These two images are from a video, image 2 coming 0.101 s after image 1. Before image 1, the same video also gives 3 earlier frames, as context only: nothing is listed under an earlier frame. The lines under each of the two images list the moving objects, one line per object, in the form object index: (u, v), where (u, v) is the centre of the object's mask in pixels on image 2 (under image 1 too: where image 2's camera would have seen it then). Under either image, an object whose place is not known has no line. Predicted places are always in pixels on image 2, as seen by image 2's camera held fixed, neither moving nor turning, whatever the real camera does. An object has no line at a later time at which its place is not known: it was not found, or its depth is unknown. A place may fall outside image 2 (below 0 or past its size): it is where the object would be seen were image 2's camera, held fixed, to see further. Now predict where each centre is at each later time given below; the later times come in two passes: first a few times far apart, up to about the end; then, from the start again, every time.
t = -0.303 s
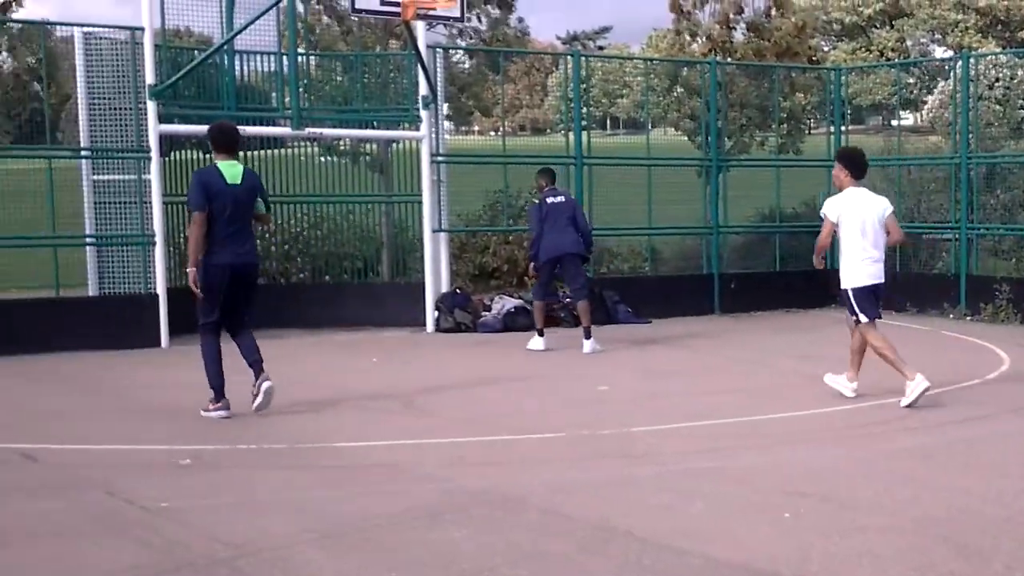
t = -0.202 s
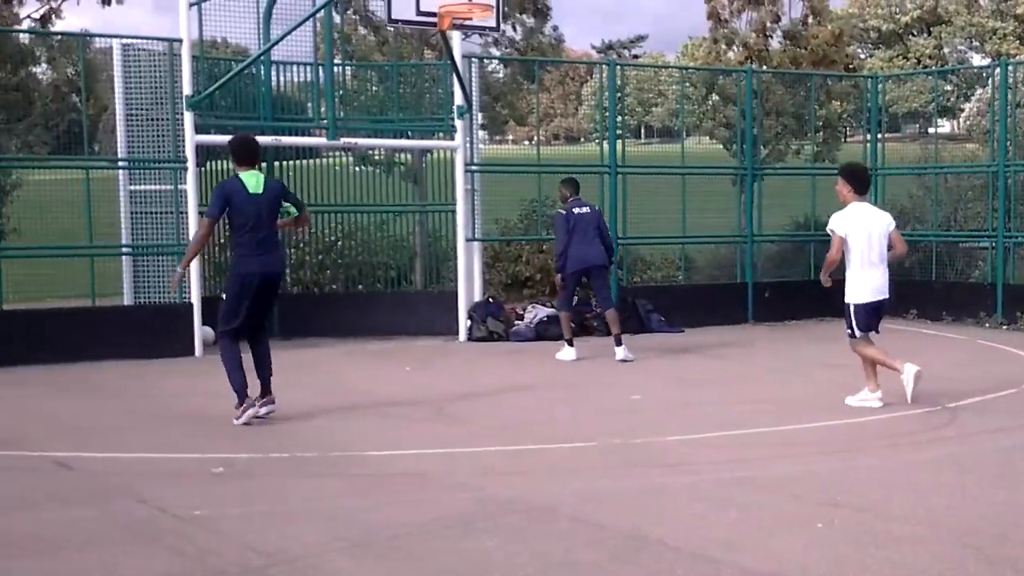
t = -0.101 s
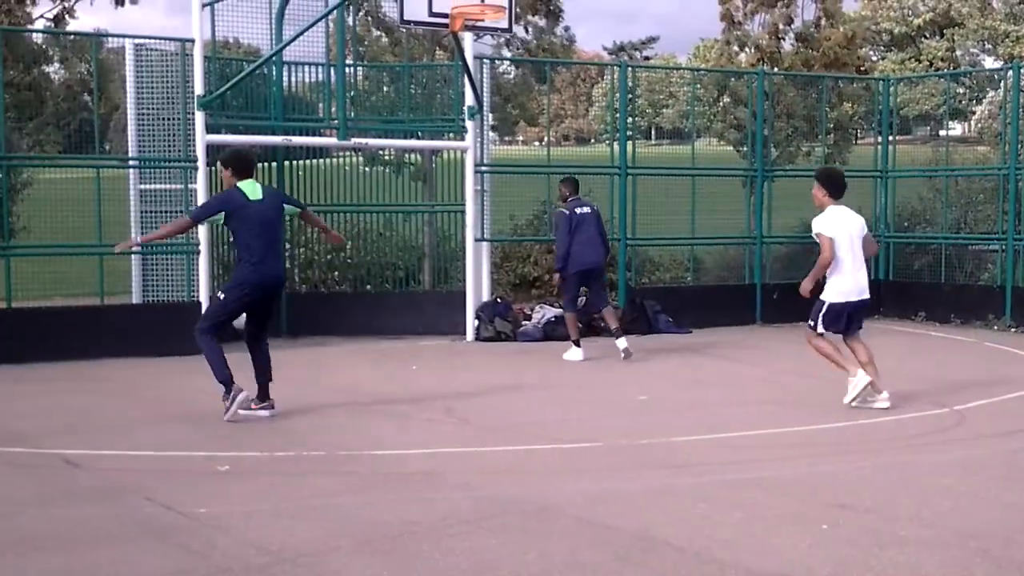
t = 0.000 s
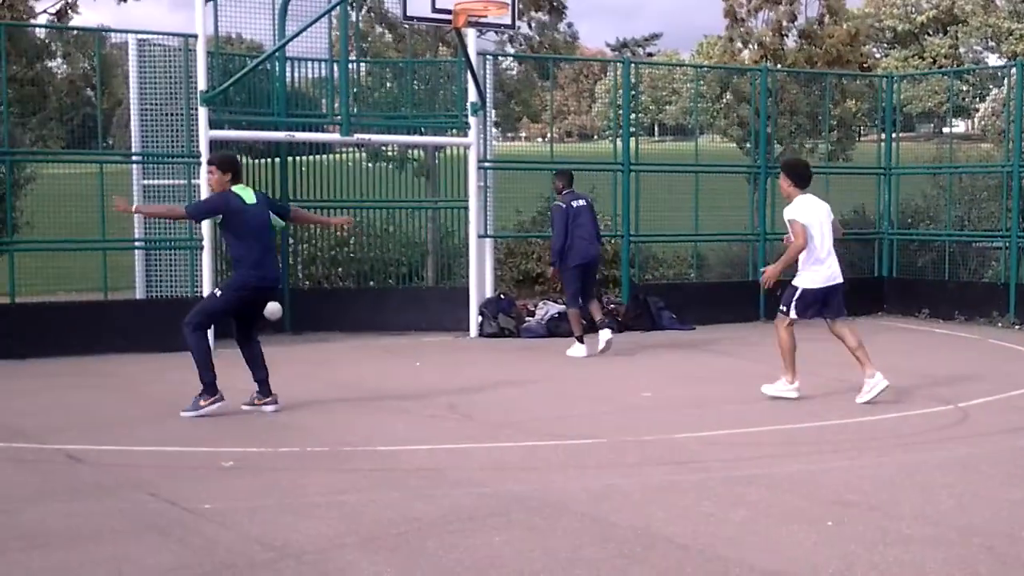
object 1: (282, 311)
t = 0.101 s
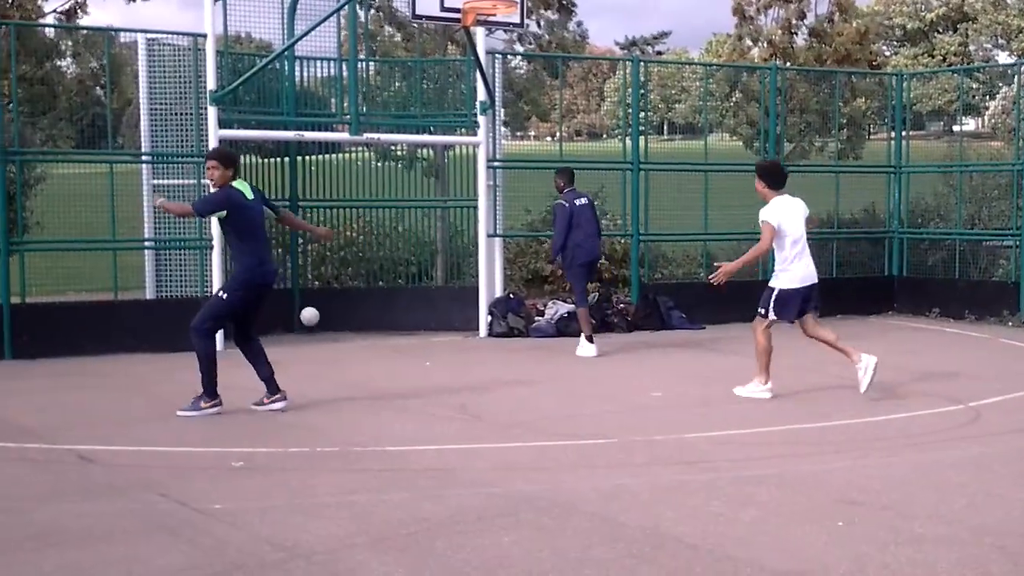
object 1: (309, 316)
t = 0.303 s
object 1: (359, 316)
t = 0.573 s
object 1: (417, 318)
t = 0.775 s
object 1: (457, 315)
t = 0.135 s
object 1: (318, 320)
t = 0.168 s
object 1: (328, 324)
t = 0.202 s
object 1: (337, 331)
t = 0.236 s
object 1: (344, 326)
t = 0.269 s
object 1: (352, 321)
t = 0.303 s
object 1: (359, 316)
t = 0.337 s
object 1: (366, 313)
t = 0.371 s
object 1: (374, 311)
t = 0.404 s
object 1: (381, 310)
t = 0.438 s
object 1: (387, 309)
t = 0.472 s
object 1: (395, 309)
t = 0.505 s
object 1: (403, 312)
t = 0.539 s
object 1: (410, 315)
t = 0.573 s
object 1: (417, 318)
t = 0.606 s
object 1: (423, 322)
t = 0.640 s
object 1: (431, 325)
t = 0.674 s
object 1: (438, 321)
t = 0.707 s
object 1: (444, 319)
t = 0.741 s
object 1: (451, 316)
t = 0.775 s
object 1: (457, 315)
